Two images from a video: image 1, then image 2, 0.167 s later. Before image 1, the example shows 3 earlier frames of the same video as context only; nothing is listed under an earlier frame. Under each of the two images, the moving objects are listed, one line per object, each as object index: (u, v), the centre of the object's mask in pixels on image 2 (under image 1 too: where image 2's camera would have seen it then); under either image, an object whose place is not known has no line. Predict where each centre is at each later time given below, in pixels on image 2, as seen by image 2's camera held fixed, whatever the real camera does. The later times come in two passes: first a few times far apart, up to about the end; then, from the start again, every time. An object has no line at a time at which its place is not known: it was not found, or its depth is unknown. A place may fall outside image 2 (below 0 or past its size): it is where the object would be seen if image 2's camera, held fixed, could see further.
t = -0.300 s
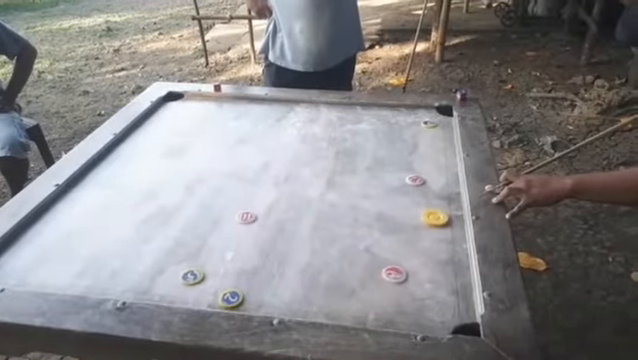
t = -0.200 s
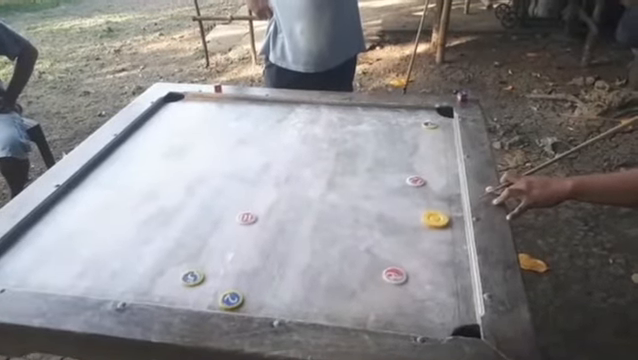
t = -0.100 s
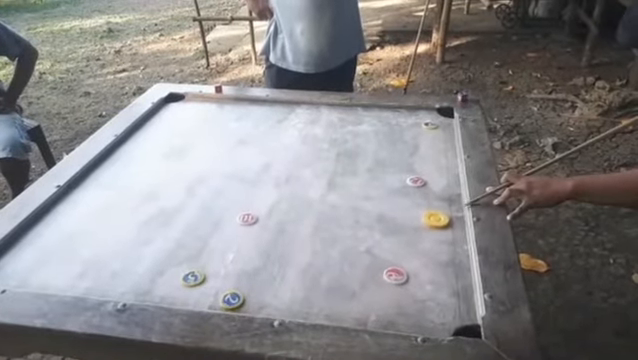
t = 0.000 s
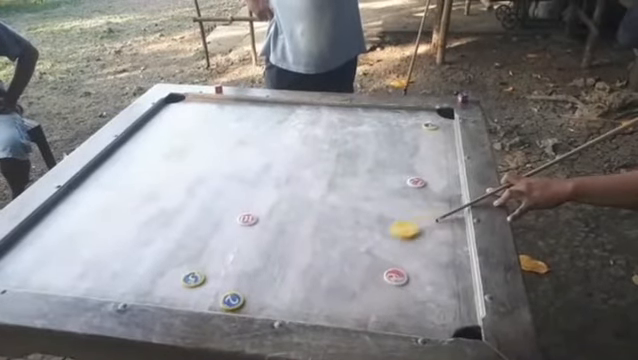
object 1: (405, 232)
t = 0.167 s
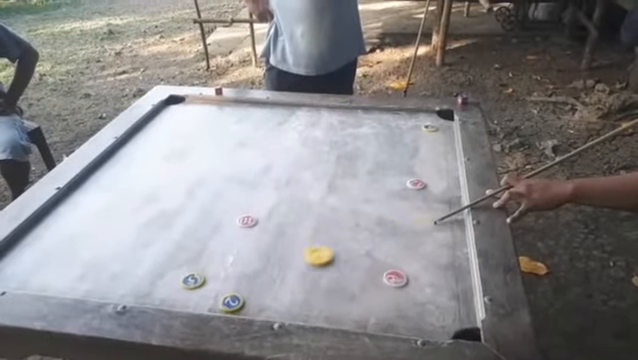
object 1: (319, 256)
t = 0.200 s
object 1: (303, 261)
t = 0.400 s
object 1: (219, 286)
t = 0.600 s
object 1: (183, 298)
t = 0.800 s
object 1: (180, 296)
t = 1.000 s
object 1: (180, 296)
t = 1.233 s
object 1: (180, 295)
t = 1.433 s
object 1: (180, 295)
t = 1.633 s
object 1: (180, 295)
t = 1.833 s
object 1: (180, 295)
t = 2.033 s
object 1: (180, 295)
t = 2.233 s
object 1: (180, 295)
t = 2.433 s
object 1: (181, 295)
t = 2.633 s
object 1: (181, 295)
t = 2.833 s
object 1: (180, 295)
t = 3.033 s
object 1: (180, 295)
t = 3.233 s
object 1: (180, 295)
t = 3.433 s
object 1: (180, 295)
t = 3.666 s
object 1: (179, 295)
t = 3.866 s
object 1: (179, 296)
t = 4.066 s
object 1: (179, 296)
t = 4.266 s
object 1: (179, 296)
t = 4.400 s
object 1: (179, 296)
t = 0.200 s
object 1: (303, 261)
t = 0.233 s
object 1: (287, 265)
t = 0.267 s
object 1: (271, 270)
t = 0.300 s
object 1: (258, 275)
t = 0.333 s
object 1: (245, 279)
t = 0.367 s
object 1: (232, 283)
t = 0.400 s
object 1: (219, 286)
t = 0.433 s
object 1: (209, 290)
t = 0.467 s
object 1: (202, 293)
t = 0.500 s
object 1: (196, 296)
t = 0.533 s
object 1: (190, 298)
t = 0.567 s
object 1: (186, 300)
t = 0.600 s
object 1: (183, 298)
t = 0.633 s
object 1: (182, 297)
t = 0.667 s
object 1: (181, 296)
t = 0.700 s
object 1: (181, 296)
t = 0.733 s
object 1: (180, 295)
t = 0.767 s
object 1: (180, 295)
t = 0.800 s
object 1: (180, 296)
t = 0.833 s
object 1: (180, 296)
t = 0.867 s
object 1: (180, 296)
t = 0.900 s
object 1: (180, 296)
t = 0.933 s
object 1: (180, 296)
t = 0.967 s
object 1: (180, 296)
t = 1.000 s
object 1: (180, 296)
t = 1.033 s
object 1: (180, 295)
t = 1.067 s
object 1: (180, 296)
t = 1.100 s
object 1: (180, 295)
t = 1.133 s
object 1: (180, 295)
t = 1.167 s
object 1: (180, 296)
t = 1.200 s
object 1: (180, 295)
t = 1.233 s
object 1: (180, 295)
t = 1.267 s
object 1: (180, 295)
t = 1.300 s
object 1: (181, 295)
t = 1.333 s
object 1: (181, 295)
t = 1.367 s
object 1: (180, 295)
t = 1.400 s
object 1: (180, 295)
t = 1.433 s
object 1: (180, 295)
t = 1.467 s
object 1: (180, 295)
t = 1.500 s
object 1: (180, 295)
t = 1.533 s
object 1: (180, 295)
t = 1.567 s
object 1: (180, 295)
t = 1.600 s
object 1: (180, 295)
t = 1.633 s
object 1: (180, 295)
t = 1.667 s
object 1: (180, 295)
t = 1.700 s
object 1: (180, 295)
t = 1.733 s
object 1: (180, 295)
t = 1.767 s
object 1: (180, 295)
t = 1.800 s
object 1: (180, 295)
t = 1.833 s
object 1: (180, 295)
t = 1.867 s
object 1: (180, 295)
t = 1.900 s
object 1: (180, 295)
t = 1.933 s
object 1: (180, 295)
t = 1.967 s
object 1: (180, 295)
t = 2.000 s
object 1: (180, 295)
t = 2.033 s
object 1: (180, 295)
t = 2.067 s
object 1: (180, 295)
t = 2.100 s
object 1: (180, 295)
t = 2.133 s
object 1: (180, 295)
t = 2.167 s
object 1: (180, 295)
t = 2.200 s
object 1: (180, 295)
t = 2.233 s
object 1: (180, 295)
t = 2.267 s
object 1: (180, 295)
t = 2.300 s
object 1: (180, 295)
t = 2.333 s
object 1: (180, 295)
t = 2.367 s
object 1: (180, 295)
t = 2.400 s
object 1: (180, 295)
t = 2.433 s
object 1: (181, 295)
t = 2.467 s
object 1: (181, 295)
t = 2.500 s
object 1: (180, 295)
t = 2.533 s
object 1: (180, 295)
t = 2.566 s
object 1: (180, 295)
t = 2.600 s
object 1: (181, 295)
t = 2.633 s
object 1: (181, 295)
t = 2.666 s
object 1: (181, 295)
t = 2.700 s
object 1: (181, 295)
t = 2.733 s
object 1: (180, 295)
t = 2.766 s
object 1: (180, 295)
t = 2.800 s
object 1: (180, 295)
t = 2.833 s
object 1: (180, 295)
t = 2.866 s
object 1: (180, 295)
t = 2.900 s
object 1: (180, 295)
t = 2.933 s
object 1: (181, 295)
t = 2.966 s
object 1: (181, 295)
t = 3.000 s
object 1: (180, 295)
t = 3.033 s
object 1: (180, 295)
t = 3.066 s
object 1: (180, 295)
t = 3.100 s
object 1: (180, 295)
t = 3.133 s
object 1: (180, 295)
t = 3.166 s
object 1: (180, 295)
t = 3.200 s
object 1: (180, 295)
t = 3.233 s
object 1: (180, 295)
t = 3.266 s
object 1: (180, 295)
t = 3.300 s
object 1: (180, 295)
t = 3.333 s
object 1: (180, 295)
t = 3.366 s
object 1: (180, 296)
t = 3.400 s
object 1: (180, 295)
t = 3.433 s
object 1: (180, 295)
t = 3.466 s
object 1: (180, 295)
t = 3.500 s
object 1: (180, 295)
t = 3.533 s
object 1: (180, 295)
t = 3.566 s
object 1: (180, 295)
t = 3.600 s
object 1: (180, 295)
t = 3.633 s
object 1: (180, 295)
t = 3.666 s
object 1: (179, 295)
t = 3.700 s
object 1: (180, 295)
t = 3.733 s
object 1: (180, 295)
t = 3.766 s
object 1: (179, 295)
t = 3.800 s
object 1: (179, 295)
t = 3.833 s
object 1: (179, 295)
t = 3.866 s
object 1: (179, 296)
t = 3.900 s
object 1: (179, 295)
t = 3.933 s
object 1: (179, 295)
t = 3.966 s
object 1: (179, 295)
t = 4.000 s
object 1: (179, 296)
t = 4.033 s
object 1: (179, 296)
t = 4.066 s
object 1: (179, 296)
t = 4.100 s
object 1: (179, 296)
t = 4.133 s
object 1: (179, 296)
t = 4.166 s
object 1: (179, 296)
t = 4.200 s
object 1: (180, 296)
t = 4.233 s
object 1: (179, 296)
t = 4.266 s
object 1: (179, 296)
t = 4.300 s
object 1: (179, 296)
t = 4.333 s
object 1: (179, 296)
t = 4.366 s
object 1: (179, 296)
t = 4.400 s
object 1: (179, 296)
